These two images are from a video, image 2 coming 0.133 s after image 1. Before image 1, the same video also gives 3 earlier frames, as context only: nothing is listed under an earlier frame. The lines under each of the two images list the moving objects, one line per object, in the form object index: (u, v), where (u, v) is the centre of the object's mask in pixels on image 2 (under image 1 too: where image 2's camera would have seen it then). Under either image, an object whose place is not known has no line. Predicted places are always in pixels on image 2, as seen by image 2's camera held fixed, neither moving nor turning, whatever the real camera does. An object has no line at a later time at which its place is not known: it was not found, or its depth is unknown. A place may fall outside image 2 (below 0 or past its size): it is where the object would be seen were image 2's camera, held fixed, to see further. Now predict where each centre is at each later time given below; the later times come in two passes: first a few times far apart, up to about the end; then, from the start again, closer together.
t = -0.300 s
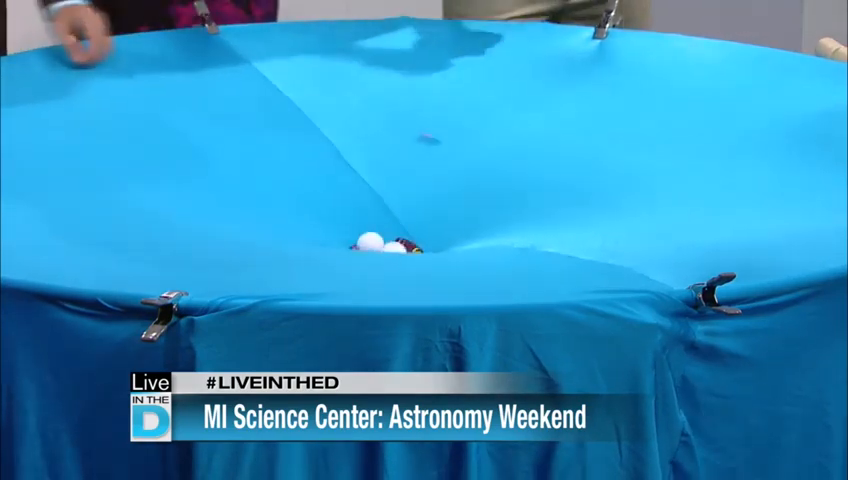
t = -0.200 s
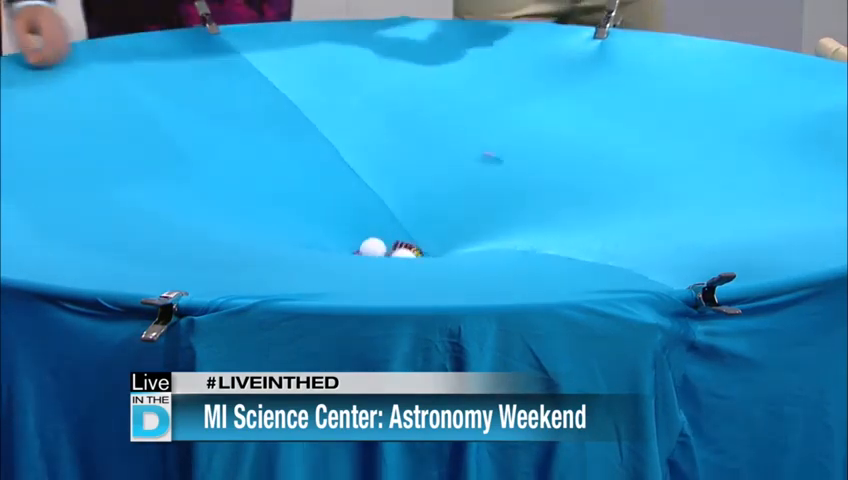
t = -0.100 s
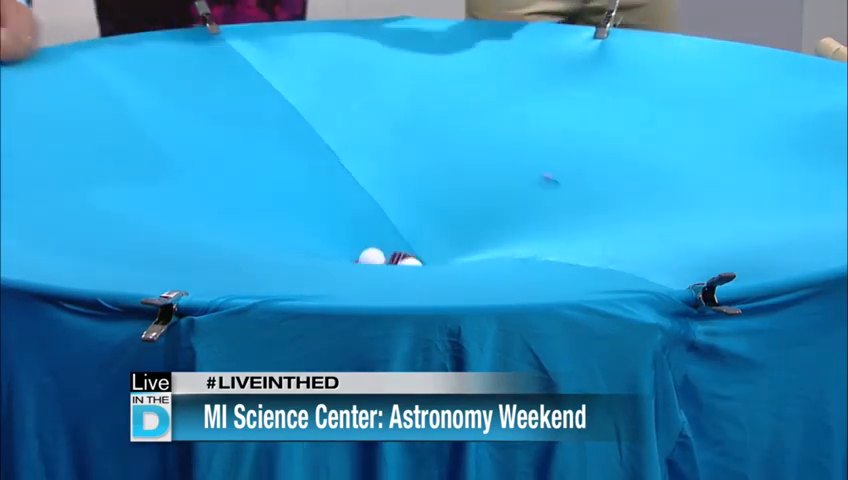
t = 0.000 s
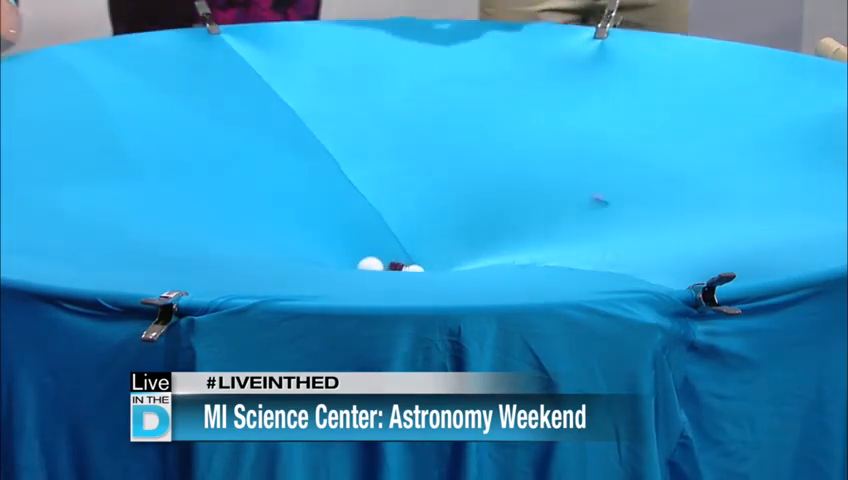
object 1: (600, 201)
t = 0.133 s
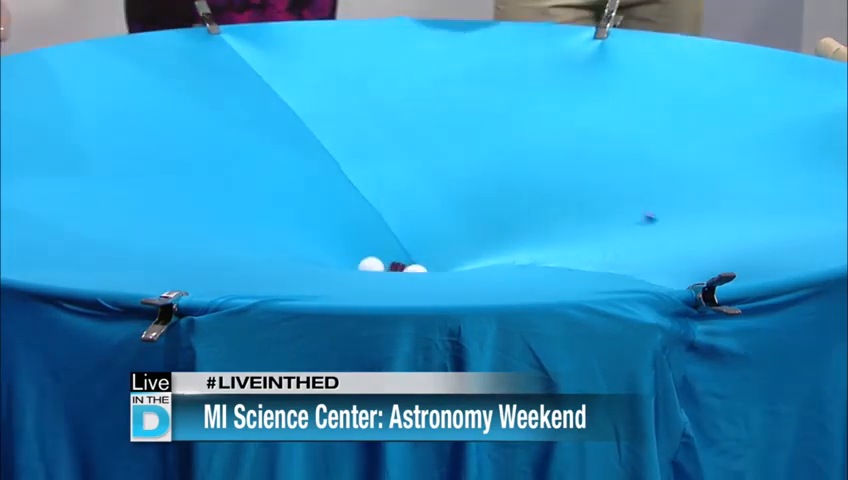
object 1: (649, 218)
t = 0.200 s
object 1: (666, 223)
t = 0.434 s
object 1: (698, 239)
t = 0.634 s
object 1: (697, 260)
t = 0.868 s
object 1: (659, 279)
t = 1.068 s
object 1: (607, 283)
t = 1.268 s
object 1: (545, 286)
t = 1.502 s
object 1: (465, 282)
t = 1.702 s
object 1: (396, 273)
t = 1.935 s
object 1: (323, 259)
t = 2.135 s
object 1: (280, 244)
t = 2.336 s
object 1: (294, 198)
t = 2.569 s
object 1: (362, 132)
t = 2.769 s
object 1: (417, 99)
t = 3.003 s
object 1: (475, 83)
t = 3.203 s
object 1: (517, 82)
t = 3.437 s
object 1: (556, 93)
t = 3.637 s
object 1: (575, 113)
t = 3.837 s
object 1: (574, 147)
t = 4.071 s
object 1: (536, 211)
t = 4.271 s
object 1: (441, 263)
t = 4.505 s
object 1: (284, 251)
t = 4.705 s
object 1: (168, 236)
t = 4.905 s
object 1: (83, 220)
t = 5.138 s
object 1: (22, 203)
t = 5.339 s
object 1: (3, 188)
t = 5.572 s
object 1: (15, 175)
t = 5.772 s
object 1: (57, 170)
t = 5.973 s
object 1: (125, 171)
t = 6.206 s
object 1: (240, 184)
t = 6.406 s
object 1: (372, 213)
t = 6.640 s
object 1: (513, 231)
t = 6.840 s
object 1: (573, 238)
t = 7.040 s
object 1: (592, 246)
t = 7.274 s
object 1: (571, 256)
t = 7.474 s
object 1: (525, 261)
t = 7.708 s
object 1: (454, 262)
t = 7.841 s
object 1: (418, 262)
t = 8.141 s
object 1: (349, 256)
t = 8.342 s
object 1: (356, 257)
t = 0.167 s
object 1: (657, 220)
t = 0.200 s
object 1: (666, 223)
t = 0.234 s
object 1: (673, 225)
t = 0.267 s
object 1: (680, 227)
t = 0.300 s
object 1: (685, 229)
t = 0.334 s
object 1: (689, 232)
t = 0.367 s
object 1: (693, 234)
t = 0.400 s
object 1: (695, 236)
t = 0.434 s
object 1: (698, 239)
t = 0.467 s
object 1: (700, 243)
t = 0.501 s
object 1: (701, 246)
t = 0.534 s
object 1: (701, 250)
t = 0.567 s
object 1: (701, 253)
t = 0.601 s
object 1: (699, 256)
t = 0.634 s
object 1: (697, 260)
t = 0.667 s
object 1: (694, 262)
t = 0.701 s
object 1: (690, 266)
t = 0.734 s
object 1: (686, 269)
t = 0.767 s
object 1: (681, 272)
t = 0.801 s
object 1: (674, 274)
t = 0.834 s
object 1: (667, 277)
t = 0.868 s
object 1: (659, 279)
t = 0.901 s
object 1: (651, 280)
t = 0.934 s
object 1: (642, 281)
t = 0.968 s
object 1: (634, 282)
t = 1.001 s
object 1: (625, 282)
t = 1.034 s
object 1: (616, 282)
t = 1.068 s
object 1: (607, 283)
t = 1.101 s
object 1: (597, 284)
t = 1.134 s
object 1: (587, 285)
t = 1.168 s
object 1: (577, 285)
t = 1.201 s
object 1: (566, 286)
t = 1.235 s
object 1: (556, 286)
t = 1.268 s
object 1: (545, 286)
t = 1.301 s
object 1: (534, 285)
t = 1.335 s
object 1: (523, 286)
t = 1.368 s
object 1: (511, 285)
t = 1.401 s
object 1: (499, 285)
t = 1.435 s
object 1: (488, 284)
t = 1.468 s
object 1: (476, 283)
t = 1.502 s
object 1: (465, 282)
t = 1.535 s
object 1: (454, 281)
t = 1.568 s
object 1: (442, 280)
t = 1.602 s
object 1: (430, 278)
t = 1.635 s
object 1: (420, 277)
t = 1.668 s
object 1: (408, 275)
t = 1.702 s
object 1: (396, 273)
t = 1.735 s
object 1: (385, 272)
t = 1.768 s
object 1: (375, 269)
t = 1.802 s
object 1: (363, 268)
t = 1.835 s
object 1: (352, 265)
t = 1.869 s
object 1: (343, 263)
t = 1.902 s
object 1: (333, 261)
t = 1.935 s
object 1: (323, 259)
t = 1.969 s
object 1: (314, 257)
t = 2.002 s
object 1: (305, 254)
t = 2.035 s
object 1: (297, 252)
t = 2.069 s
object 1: (291, 250)
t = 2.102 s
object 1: (285, 248)
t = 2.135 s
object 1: (280, 244)
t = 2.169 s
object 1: (278, 240)
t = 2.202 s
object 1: (277, 235)
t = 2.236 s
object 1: (278, 227)
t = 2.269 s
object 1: (281, 219)
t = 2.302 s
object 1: (287, 209)
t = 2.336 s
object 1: (294, 198)
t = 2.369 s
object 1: (303, 187)
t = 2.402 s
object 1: (312, 177)
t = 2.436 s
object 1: (322, 167)
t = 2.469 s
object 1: (332, 158)
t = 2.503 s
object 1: (342, 148)
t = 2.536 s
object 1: (352, 140)
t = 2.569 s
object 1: (362, 132)
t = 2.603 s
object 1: (372, 125)
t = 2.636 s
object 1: (381, 119)
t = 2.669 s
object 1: (390, 113)
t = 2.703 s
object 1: (399, 108)
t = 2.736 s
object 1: (408, 103)
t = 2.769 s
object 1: (417, 99)
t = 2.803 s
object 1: (426, 96)
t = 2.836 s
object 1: (435, 92)
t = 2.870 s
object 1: (443, 90)
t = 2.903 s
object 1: (451, 88)
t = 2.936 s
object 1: (459, 86)
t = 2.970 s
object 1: (467, 84)
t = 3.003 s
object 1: (475, 83)
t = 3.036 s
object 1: (482, 82)
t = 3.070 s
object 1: (490, 81)
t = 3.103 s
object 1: (497, 81)
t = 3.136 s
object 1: (504, 81)
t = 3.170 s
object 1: (510, 81)
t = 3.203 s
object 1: (517, 82)
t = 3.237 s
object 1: (523, 83)
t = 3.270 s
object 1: (530, 84)
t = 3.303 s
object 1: (535, 85)
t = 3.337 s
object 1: (542, 87)
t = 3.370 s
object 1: (547, 89)
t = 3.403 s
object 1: (552, 91)
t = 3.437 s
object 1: (556, 93)
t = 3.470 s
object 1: (560, 96)
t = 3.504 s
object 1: (564, 98)
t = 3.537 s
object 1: (568, 102)
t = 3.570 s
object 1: (570, 105)
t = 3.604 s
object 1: (574, 109)
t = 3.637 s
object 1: (575, 113)
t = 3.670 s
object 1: (576, 118)
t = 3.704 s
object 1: (577, 123)
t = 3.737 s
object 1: (577, 128)
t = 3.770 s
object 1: (577, 133)
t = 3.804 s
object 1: (576, 140)
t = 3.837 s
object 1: (574, 147)
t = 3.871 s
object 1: (572, 154)
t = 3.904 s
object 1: (568, 162)
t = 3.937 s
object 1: (564, 170)
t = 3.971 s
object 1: (558, 180)
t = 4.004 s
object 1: (552, 190)
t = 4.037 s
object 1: (544, 200)
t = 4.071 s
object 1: (536, 211)
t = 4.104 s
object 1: (524, 223)
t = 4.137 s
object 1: (512, 234)
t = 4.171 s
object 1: (498, 244)
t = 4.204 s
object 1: (481, 254)
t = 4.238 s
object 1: (463, 258)
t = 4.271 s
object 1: (441, 263)
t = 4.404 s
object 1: (349, 259)
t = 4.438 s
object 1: (327, 256)
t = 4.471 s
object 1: (307, 254)
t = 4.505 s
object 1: (284, 251)
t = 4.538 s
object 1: (262, 249)
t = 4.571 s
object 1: (242, 246)
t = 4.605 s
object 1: (222, 244)
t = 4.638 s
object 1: (203, 241)
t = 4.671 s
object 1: (185, 238)
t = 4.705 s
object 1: (168, 236)
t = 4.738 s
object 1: (152, 233)
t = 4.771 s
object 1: (136, 230)
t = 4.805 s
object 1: (122, 228)
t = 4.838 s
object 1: (109, 226)
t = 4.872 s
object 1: (95, 223)
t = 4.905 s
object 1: (83, 220)
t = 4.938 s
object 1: (72, 218)
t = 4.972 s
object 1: (61, 215)
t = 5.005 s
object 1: (52, 213)
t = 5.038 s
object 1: (43, 210)
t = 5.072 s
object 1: (35, 208)
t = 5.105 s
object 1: (28, 205)
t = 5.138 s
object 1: (22, 203)
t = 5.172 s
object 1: (16, 200)
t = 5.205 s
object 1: (12, 197)
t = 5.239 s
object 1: (9, 195)
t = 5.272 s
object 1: (6, 193)
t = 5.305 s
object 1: (4, 190)
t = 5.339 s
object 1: (3, 188)
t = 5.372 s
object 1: (3, 186)
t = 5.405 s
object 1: (3, 183)
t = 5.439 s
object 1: (3, 181)
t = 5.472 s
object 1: (5, 180)
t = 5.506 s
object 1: (7, 178)
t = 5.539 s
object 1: (11, 176)
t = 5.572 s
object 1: (15, 175)
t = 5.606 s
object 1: (21, 173)
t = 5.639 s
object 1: (26, 172)
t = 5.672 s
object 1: (32, 172)
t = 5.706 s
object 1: (40, 171)
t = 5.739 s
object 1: (48, 170)
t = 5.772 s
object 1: (57, 170)
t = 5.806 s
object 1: (66, 170)
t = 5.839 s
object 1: (77, 169)
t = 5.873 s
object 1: (88, 170)
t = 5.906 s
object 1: (100, 170)
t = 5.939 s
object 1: (112, 170)
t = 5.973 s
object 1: (125, 171)
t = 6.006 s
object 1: (140, 172)
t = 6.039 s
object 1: (154, 173)
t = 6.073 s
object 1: (170, 174)
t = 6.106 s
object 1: (186, 176)
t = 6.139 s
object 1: (203, 178)
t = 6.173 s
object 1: (221, 181)
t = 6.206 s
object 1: (240, 184)
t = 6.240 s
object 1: (260, 188)
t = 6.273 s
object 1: (279, 193)
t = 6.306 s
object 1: (302, 197)
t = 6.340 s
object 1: (325, 203)
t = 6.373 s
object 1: (348, 208)
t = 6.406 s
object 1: (372, 213)
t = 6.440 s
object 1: (396, 218)
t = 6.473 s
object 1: (419, 222)
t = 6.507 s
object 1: (441, 225)
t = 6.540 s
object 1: (462, 228)
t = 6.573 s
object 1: (480, 229)
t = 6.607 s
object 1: (498, 230)
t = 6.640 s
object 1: (513, 231)
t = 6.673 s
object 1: (527, 232)
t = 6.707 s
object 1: (539, 233)
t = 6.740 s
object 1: (549, 234)
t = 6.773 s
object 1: (558, 235)
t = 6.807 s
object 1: (566, 237)
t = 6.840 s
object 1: (573, 238)
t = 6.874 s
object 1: (579, 239)
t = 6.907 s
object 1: (584, 241)
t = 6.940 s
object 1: (588, 242)
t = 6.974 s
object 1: (590, 244)
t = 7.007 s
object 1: (591, 245)
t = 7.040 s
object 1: (592, 246)
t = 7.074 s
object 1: (592, 248)
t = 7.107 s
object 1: (590, 249)
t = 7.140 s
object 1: (588, 251)
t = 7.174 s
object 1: (585, 252)
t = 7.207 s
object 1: (582, 253)
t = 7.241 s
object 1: (577, 255)
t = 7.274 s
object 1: (571, 256)
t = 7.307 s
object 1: (565, 257)
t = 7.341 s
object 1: (557, 258)
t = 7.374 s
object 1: (549, 260)
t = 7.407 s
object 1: (542, 260)
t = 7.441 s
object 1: (534, 260)
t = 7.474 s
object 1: (525, 261)
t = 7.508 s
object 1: (515, 261)
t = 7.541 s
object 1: (505, 261)
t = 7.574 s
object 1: (495, 261)
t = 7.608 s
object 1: (486, 261)
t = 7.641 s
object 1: (475, 262)
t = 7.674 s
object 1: (465, 262)
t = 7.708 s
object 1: (454, 262)
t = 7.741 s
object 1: (444, 261)
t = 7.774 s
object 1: (434, 261)
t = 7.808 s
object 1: (424, 262)
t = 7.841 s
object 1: (418, 262)
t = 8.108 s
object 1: (350, 257)
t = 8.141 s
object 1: (349, 256)
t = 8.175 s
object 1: (353, 257)
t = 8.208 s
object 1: (355, 257)
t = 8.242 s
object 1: (357, 257)
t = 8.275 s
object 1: (354, 258)
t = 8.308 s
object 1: (355, 258)
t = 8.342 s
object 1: (356, 257)
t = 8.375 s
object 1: (357, 257)
